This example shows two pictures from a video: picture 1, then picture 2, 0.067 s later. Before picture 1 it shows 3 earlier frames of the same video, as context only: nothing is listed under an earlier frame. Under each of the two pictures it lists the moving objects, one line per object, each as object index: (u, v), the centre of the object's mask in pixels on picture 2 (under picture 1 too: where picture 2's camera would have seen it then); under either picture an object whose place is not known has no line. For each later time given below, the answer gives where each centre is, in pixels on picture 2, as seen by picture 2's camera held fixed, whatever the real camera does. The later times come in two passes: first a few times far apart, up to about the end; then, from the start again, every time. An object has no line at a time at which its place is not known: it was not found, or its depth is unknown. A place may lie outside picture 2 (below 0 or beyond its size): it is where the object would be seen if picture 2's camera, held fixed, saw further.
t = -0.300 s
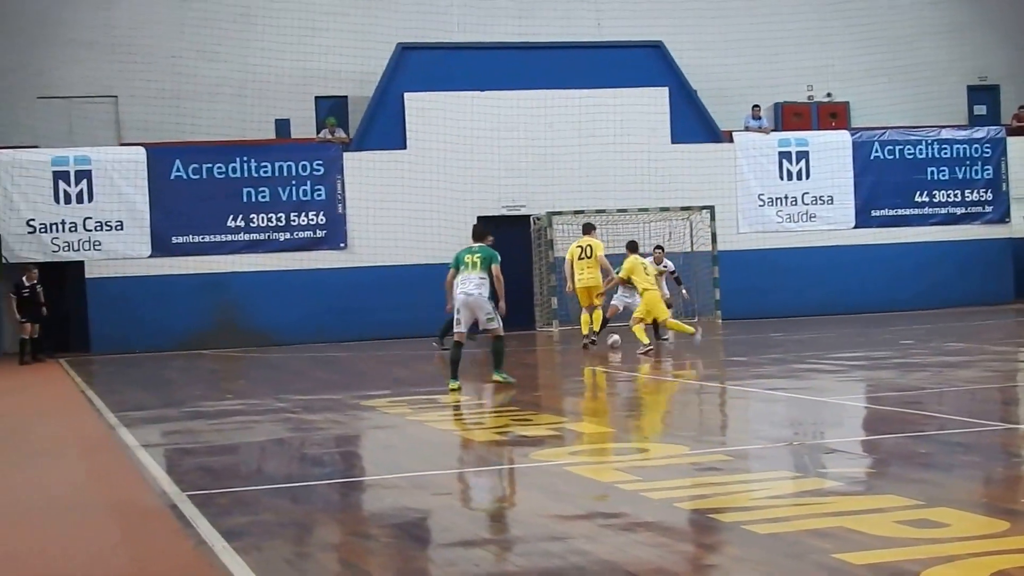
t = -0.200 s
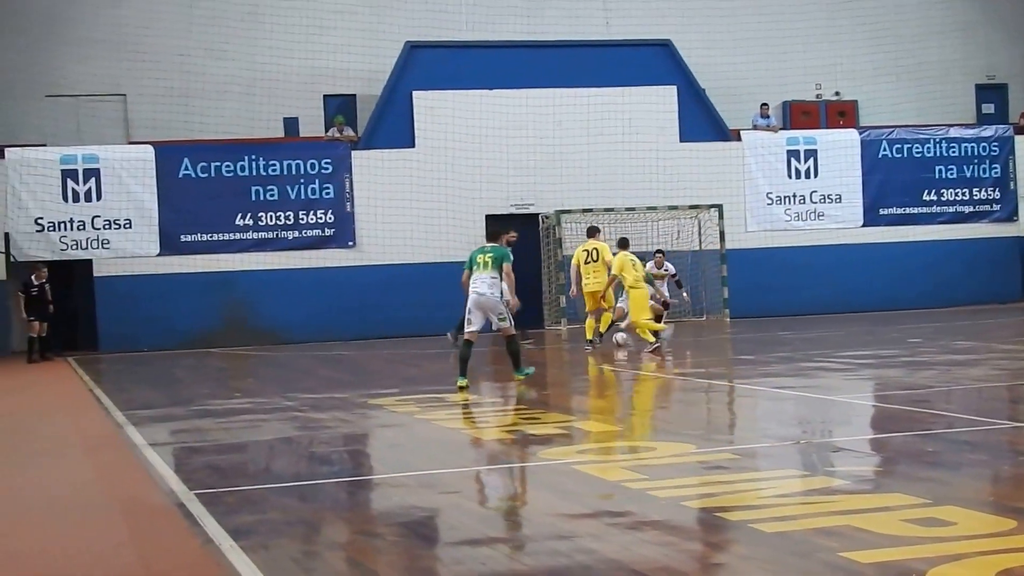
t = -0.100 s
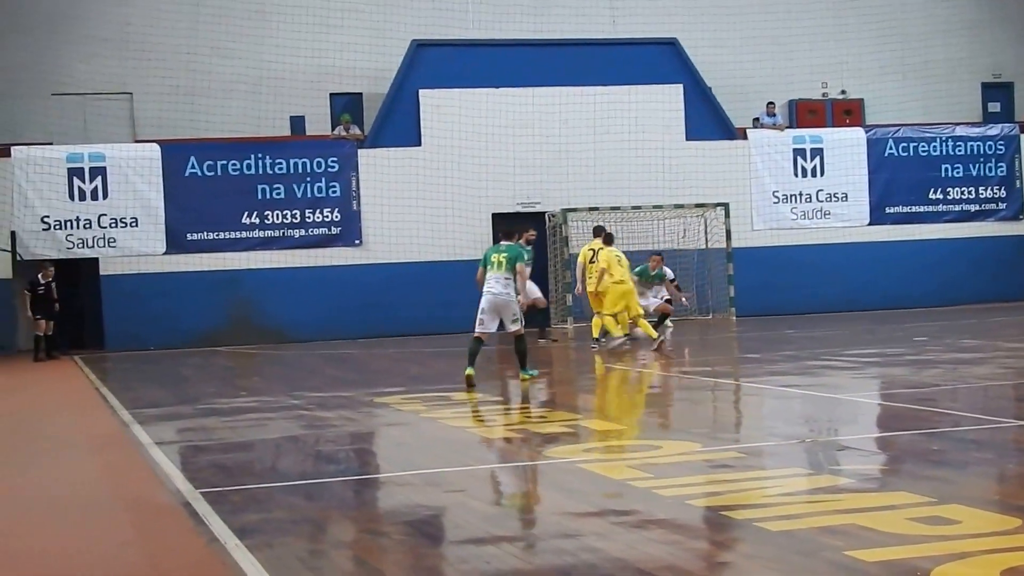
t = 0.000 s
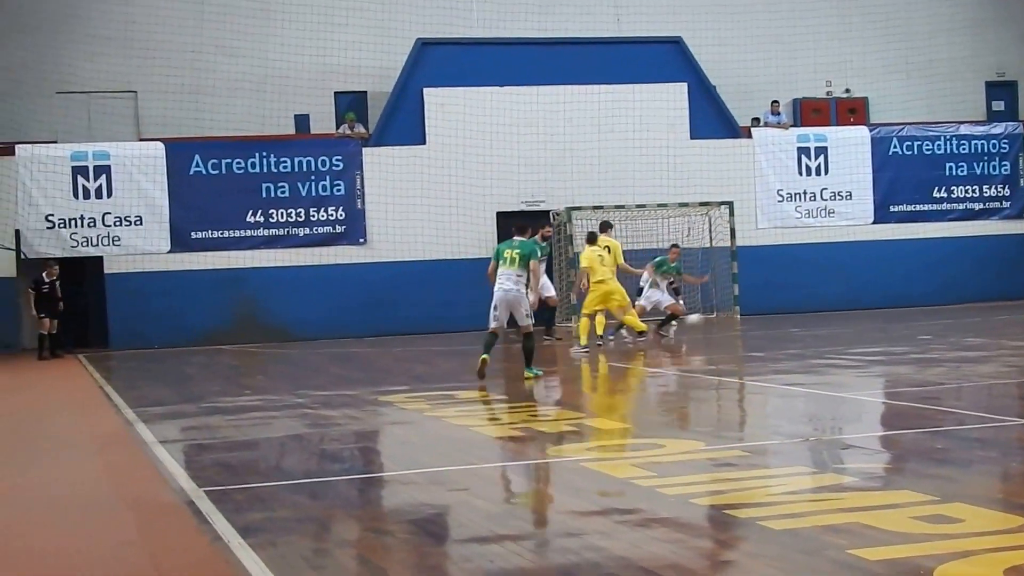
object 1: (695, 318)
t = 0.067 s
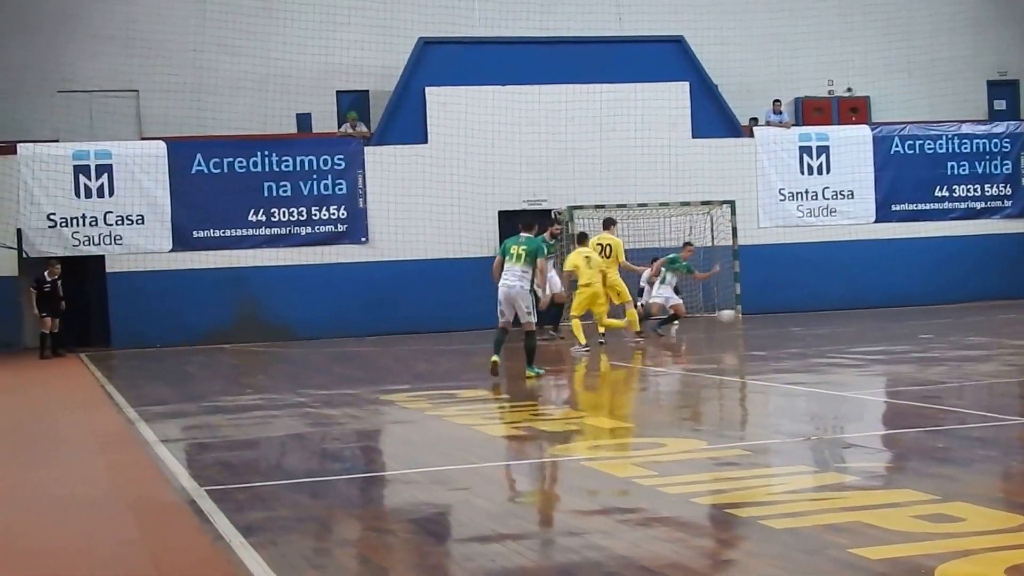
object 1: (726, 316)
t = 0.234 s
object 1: (807, 321)
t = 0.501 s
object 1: (906, 316)
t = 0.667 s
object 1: (958, 313)
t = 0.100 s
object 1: (743, 315)
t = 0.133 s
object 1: (759, 316)
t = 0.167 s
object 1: (775, 316)
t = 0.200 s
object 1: (791, 318)
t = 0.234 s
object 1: (807, 321)
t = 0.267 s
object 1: (823, 324)
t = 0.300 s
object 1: (836, 321)
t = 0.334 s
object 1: (848, 319)
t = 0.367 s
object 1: (859, 317)
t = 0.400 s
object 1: (871, 315)
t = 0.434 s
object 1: (883, 315)
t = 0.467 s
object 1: (894, 315)
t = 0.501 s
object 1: (906, 316)
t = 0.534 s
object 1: (919, 318)
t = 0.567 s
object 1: (931, 320)
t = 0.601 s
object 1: (939, 316)
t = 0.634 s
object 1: (949, 315)
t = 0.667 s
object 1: (958, 313)
